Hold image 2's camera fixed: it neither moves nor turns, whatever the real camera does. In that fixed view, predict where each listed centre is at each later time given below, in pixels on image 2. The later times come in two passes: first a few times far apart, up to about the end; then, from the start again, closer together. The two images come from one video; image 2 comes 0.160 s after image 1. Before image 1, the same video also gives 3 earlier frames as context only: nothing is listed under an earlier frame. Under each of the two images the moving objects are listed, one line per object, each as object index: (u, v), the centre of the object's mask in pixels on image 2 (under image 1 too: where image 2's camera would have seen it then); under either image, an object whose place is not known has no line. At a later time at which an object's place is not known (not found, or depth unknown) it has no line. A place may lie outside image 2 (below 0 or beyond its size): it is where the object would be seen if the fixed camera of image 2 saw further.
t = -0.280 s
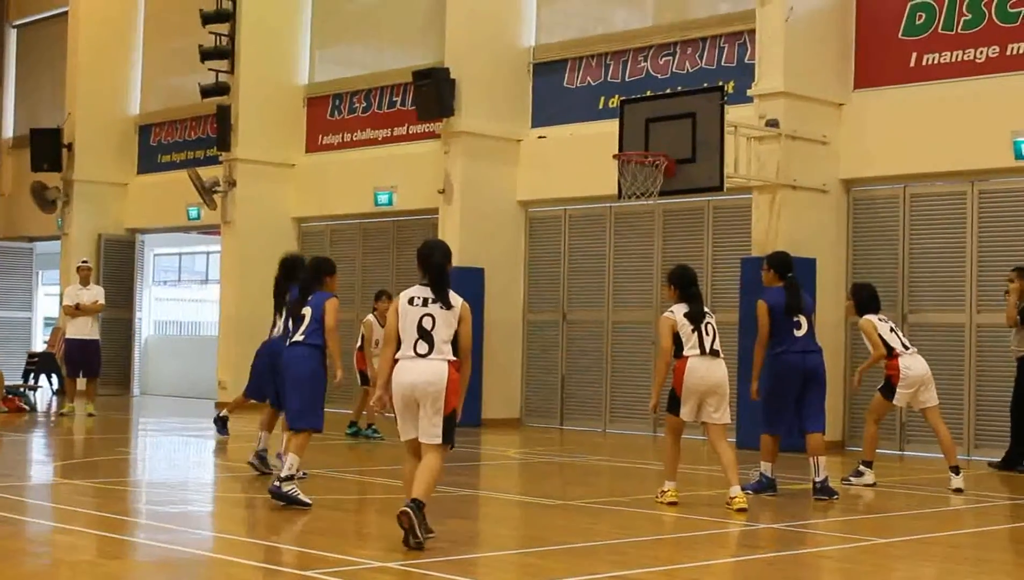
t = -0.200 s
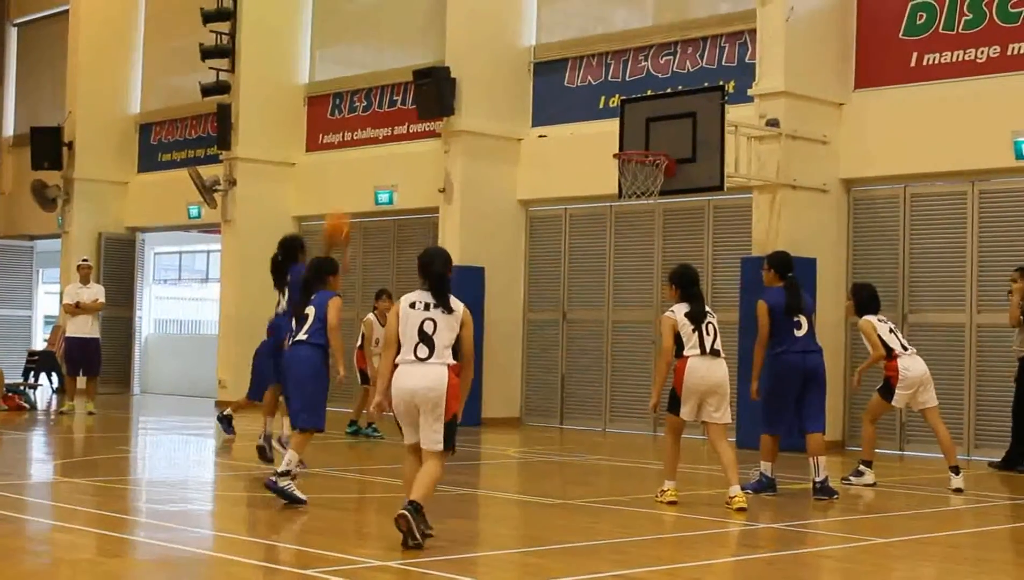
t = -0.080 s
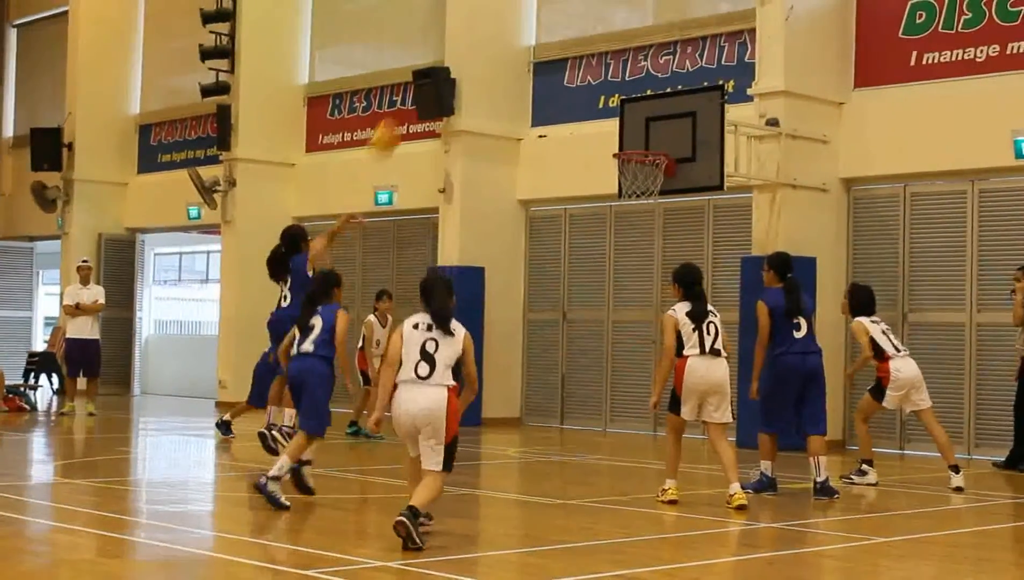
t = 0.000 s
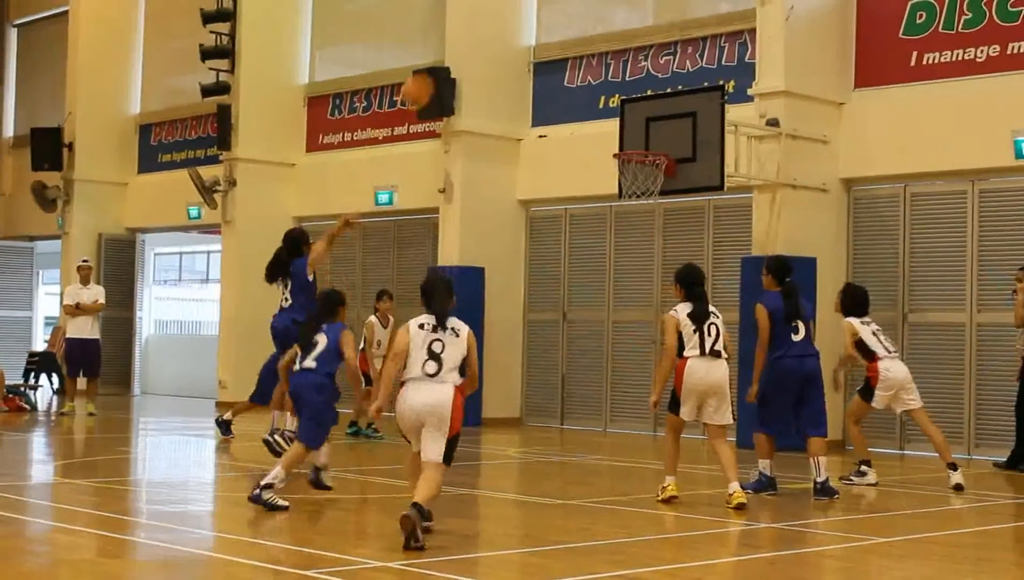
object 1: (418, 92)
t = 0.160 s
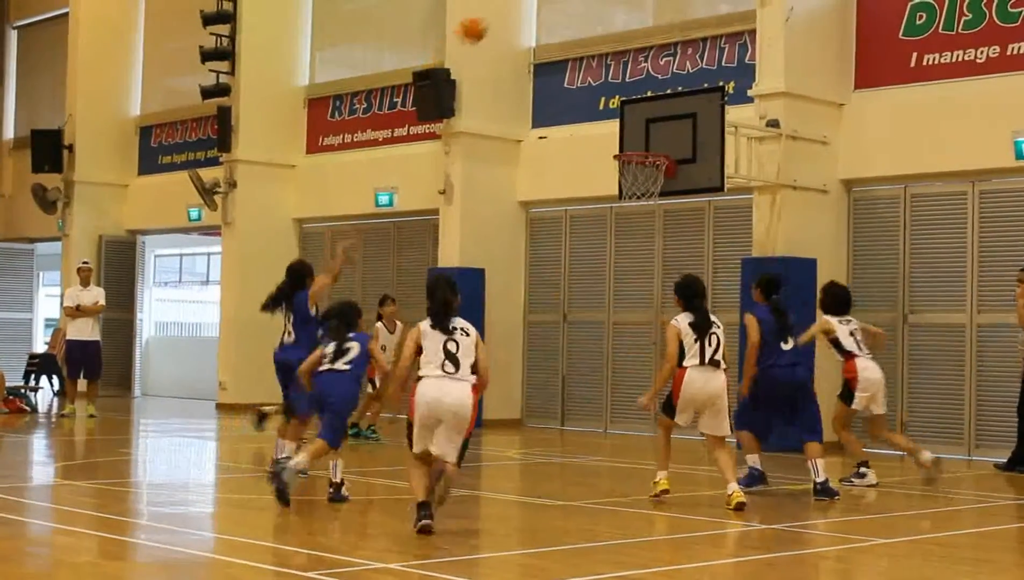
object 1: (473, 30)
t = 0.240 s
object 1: (498, 12)
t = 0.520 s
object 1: (583, 7)
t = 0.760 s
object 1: (645, 64)
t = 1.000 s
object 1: (633, 157)
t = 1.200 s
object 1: (644, 229)
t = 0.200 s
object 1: (486, 20)
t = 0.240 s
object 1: (498, 12)
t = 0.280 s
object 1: (512, 8)
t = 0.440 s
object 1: (560, 4)
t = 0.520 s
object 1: (583, 7)
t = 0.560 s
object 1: (592, 10)
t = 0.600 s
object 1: (603, 18)
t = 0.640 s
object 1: (615, 29)
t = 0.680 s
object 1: (626, 40)
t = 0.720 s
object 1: (636, 51)
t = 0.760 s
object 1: (645, 64)
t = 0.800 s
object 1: (656, 82)
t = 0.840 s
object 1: (664, 99)
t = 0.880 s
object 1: (659, 110)
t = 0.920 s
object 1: (650, 125)
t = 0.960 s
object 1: (641, 141)
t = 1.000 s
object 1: (633, 157)
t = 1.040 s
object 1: (637, 168)
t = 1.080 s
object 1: (638, 180)
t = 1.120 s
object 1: (640, 198)
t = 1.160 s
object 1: (642, 214)
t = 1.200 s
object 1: (644, 229)
